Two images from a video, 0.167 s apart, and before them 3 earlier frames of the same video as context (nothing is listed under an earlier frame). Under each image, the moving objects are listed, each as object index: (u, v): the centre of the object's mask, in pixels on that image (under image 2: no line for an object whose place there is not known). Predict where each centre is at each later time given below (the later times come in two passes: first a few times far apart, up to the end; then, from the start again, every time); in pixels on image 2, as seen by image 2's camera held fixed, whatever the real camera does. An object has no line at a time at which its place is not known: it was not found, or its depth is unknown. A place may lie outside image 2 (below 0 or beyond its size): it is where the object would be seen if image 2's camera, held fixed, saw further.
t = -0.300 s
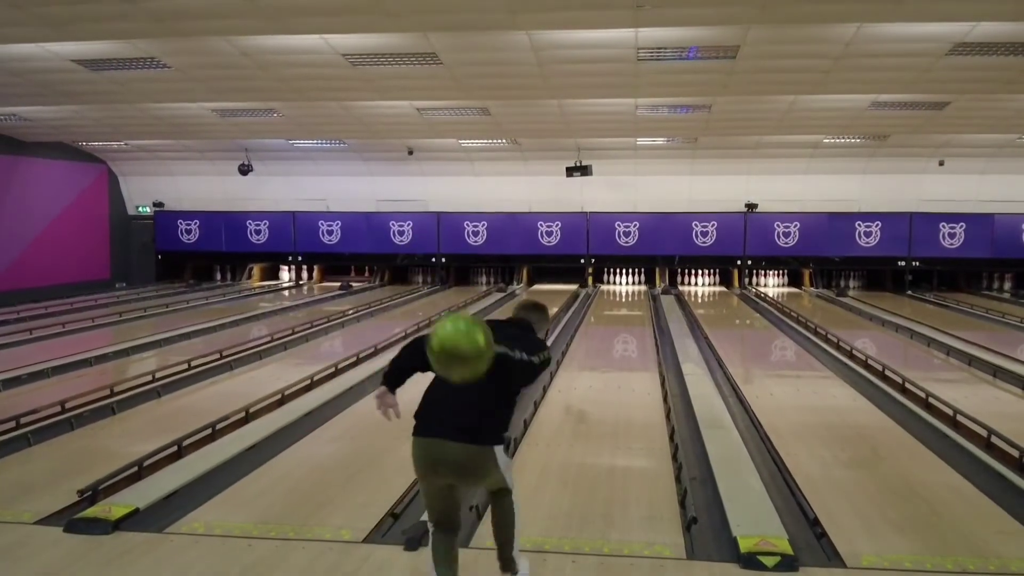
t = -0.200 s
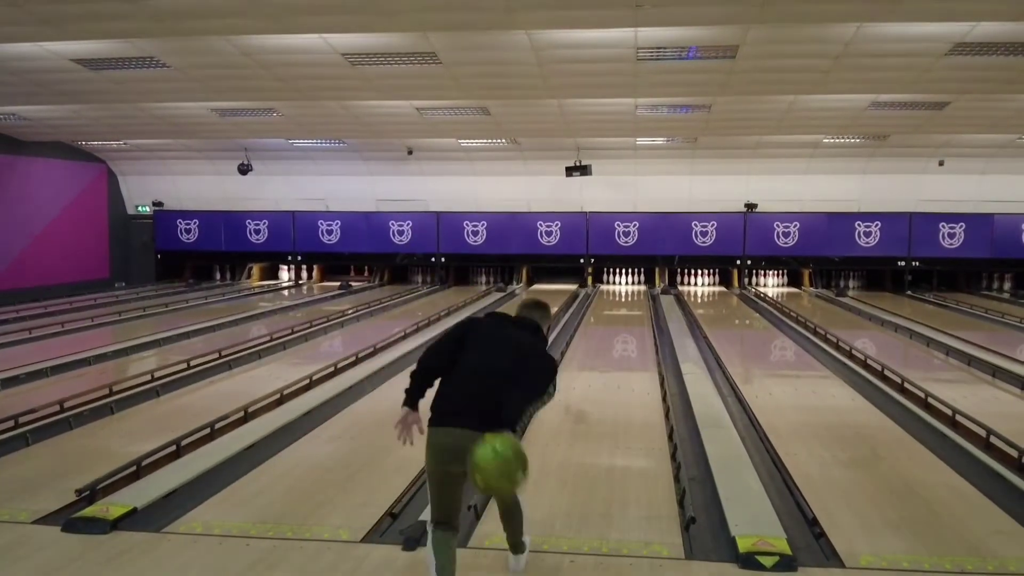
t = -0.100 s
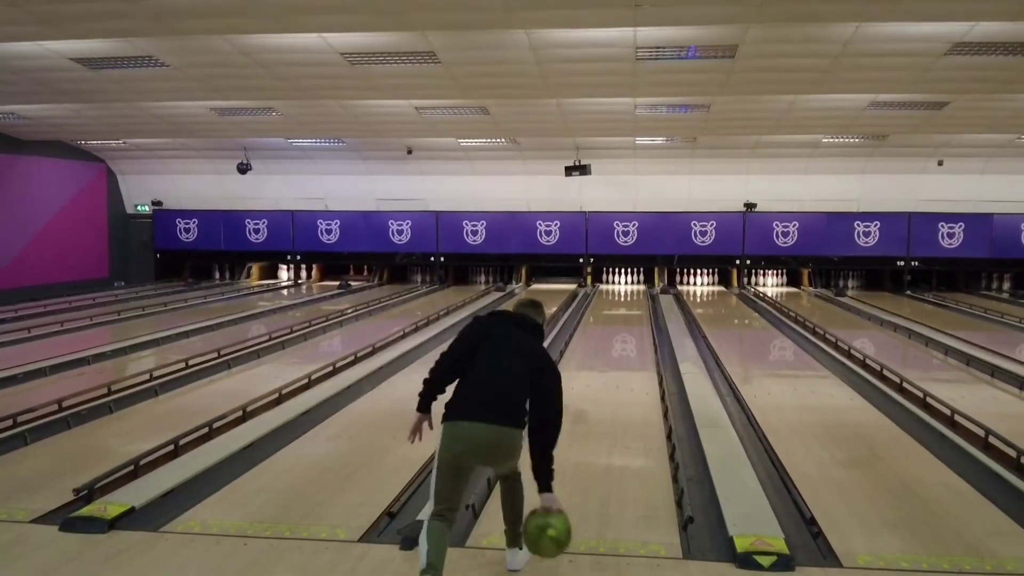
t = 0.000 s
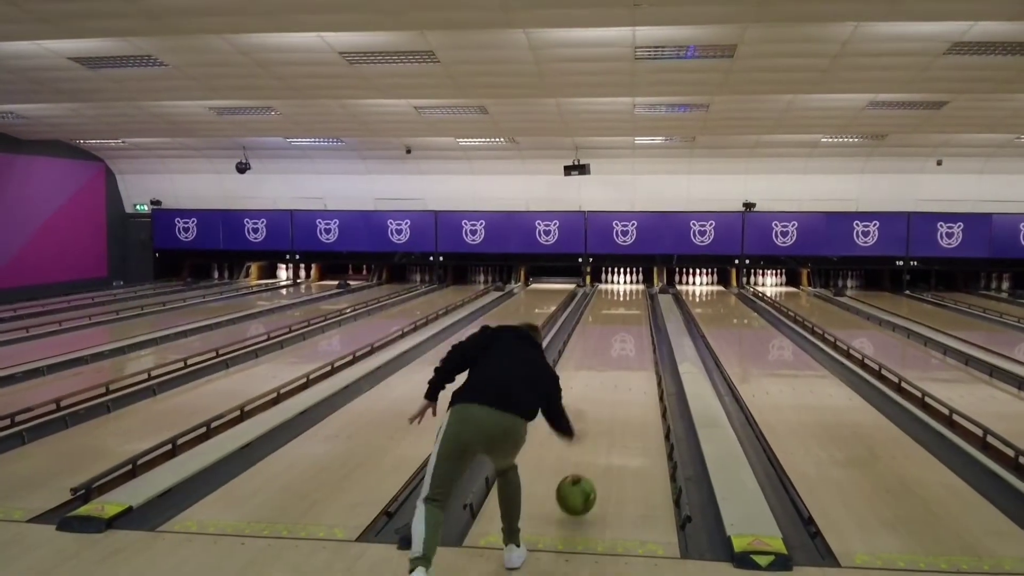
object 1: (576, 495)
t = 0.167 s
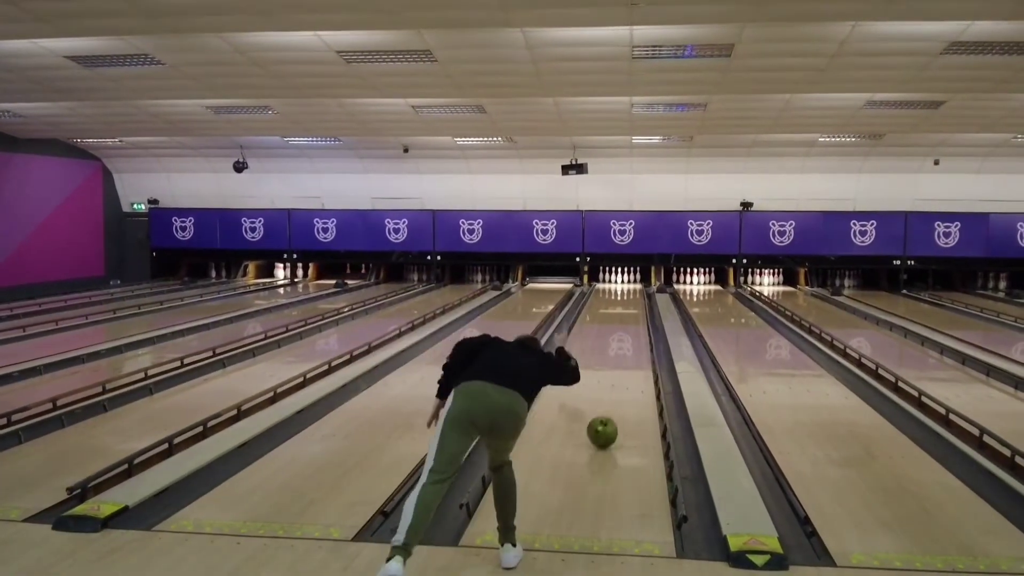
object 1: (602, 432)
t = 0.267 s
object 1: (614, 405)
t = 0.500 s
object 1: (632, 364)
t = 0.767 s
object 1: (643, 334)
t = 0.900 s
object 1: (637, 325)
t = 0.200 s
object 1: (606, 423)
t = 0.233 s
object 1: (611, 413)
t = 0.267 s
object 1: (614, 405)
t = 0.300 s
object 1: (617, 398)
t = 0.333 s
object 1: (620, 391)
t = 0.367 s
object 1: (623, 384)
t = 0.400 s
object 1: (625, 378)
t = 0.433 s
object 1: (628, 373)
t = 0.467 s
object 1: (630, 368)
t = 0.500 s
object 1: (632, 364)
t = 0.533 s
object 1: (634, 359)
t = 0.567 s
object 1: (635, 355)
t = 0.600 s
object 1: (637, 351)
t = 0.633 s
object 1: (639, 347)
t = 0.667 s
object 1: (640, 344)
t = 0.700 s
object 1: (641, 341)
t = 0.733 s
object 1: (643, 337)
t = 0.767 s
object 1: (643, 334)
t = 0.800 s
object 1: (642, 332)
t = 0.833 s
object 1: (640, 330)
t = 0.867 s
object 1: (638, 327)
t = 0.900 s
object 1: (637, 325)
